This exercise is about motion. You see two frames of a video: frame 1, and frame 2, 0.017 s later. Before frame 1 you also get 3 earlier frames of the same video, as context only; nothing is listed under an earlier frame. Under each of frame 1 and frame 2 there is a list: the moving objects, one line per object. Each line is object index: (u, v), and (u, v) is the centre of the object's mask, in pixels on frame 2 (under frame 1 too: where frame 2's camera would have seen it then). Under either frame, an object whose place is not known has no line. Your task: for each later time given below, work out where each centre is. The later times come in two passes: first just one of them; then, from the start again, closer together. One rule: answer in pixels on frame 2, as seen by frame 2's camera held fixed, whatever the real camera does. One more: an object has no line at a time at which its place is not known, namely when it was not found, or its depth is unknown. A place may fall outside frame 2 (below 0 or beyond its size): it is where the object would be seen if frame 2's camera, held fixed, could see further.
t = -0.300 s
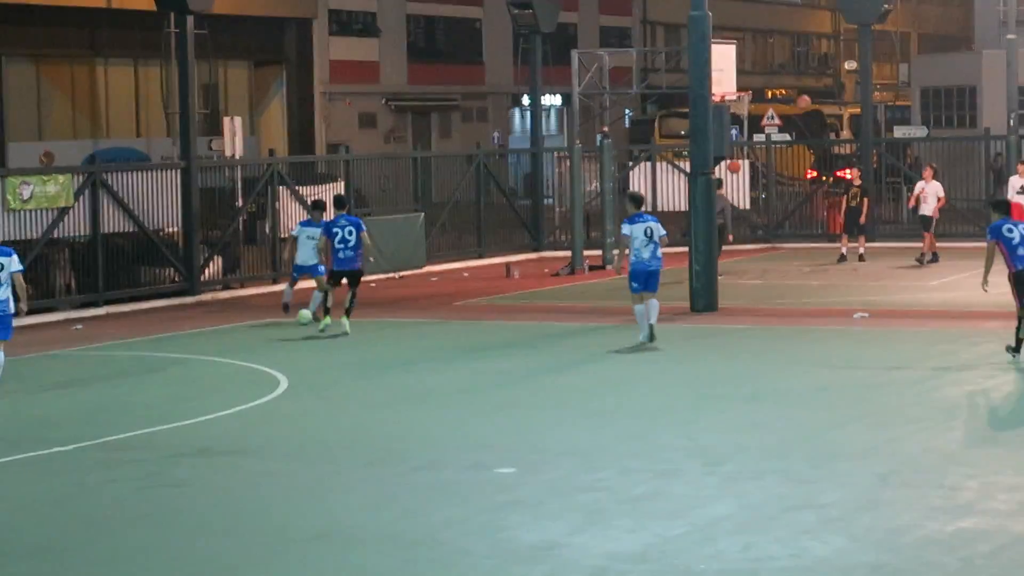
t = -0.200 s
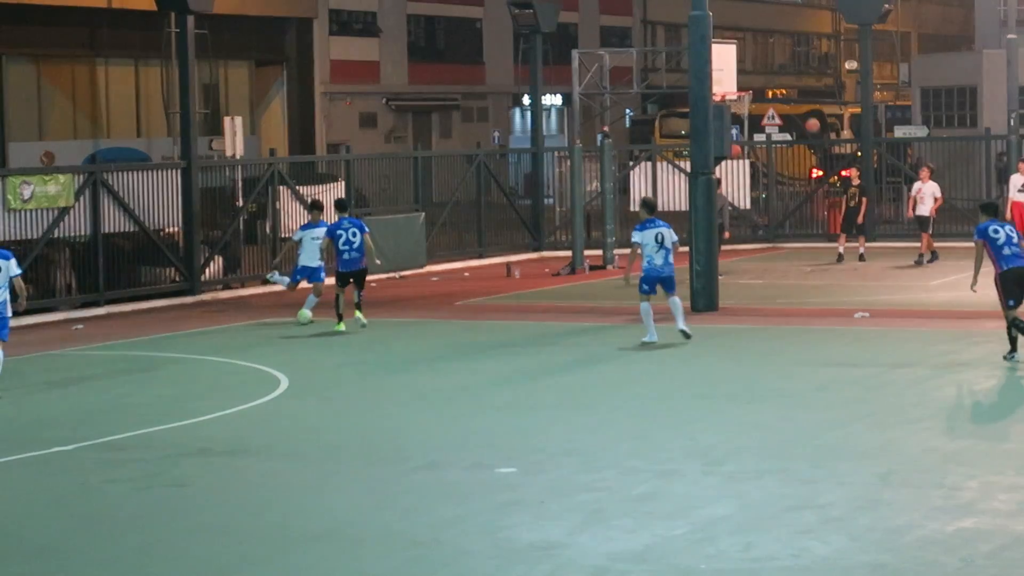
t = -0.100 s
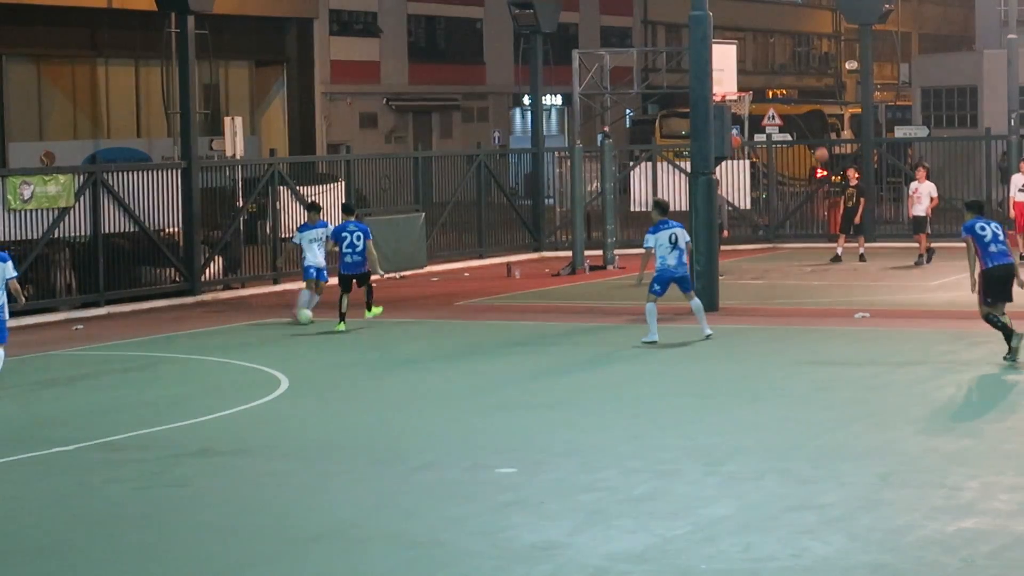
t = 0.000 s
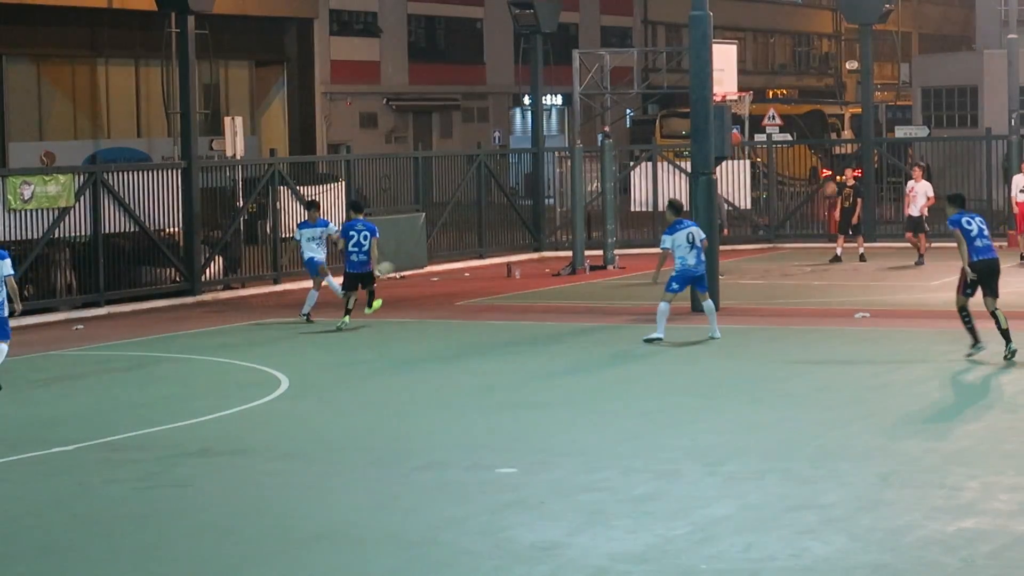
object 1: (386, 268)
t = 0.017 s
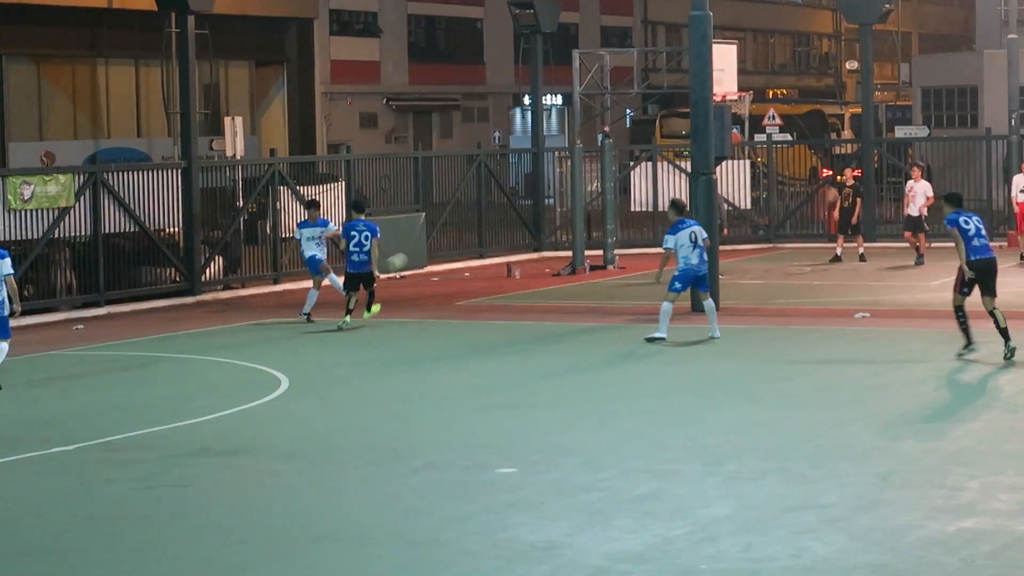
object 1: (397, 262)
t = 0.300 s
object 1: (631, 151)
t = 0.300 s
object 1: (631, 151)
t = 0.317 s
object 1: (645, 146)
